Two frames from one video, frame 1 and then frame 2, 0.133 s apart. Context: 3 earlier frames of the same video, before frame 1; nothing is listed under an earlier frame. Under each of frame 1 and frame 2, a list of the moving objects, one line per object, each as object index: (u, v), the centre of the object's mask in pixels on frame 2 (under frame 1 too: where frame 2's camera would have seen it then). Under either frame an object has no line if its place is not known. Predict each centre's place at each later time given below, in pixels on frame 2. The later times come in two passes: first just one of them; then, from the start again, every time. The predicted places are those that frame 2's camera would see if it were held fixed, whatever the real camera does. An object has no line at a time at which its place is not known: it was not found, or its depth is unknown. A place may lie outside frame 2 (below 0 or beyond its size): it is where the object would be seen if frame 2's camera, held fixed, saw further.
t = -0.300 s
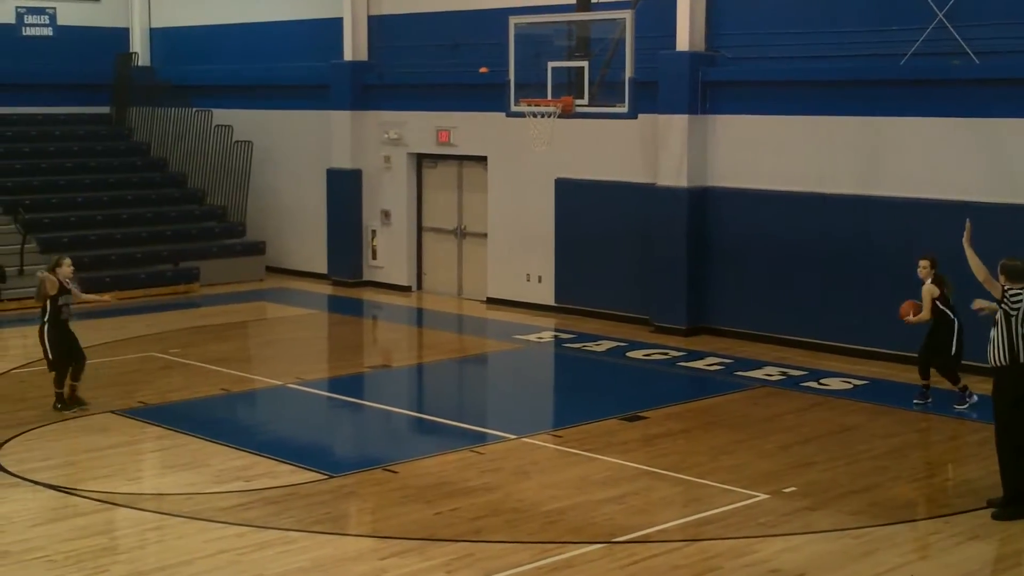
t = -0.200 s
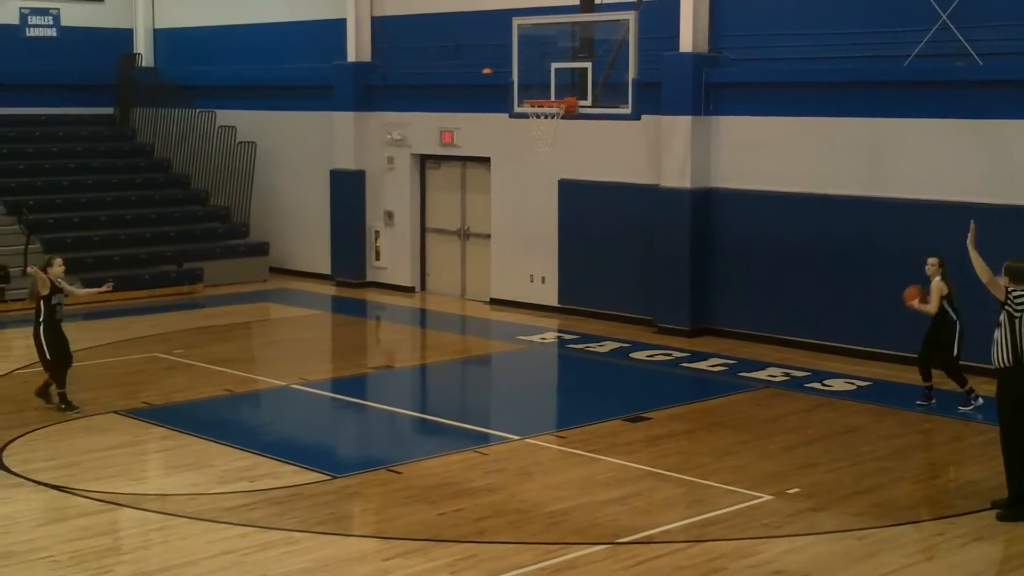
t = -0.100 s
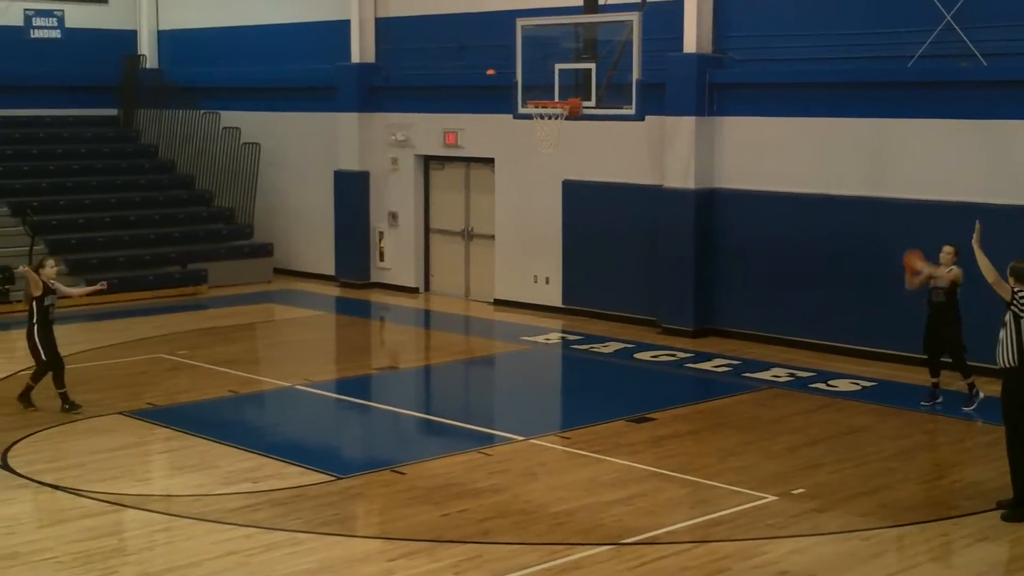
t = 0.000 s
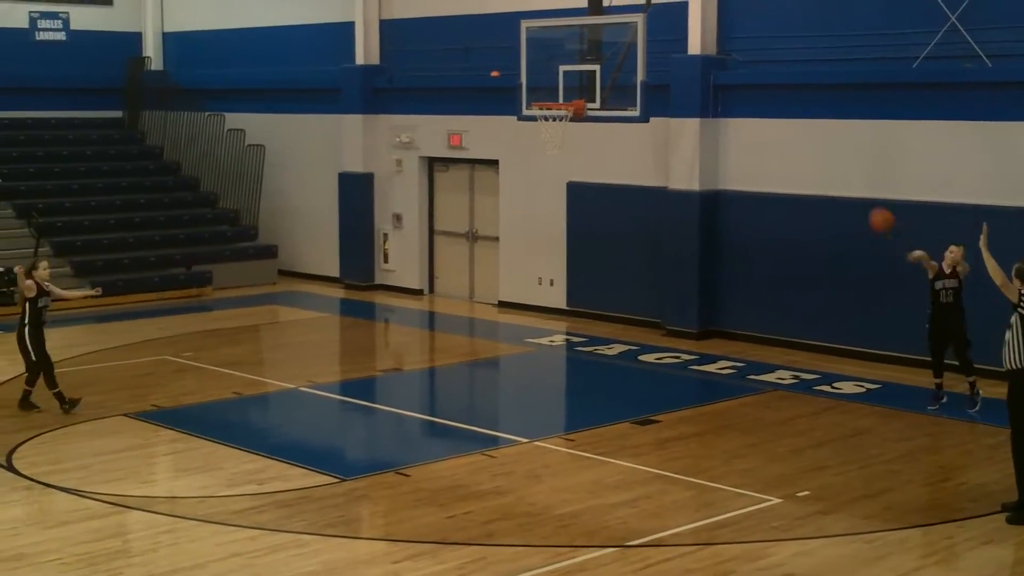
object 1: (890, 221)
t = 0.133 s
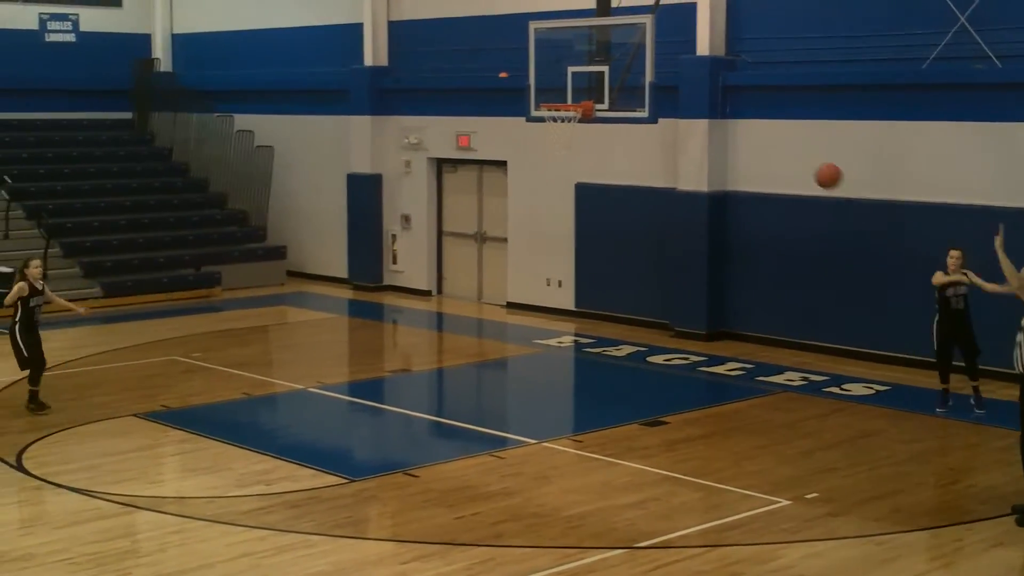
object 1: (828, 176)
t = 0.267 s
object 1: (756, 144)
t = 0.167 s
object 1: (811, 166)
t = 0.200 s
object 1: (793, 158)
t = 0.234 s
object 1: (775, 150)
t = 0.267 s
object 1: (756, 144)
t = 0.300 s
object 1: (737, 139)
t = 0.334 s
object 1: (716, 134)
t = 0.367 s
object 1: (695, 131)
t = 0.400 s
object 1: (674, 129)
